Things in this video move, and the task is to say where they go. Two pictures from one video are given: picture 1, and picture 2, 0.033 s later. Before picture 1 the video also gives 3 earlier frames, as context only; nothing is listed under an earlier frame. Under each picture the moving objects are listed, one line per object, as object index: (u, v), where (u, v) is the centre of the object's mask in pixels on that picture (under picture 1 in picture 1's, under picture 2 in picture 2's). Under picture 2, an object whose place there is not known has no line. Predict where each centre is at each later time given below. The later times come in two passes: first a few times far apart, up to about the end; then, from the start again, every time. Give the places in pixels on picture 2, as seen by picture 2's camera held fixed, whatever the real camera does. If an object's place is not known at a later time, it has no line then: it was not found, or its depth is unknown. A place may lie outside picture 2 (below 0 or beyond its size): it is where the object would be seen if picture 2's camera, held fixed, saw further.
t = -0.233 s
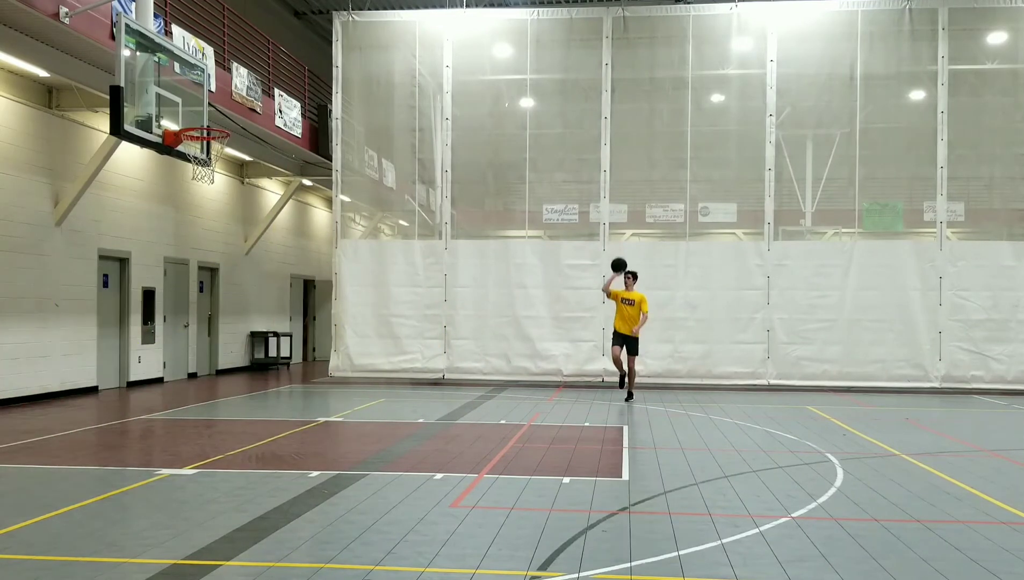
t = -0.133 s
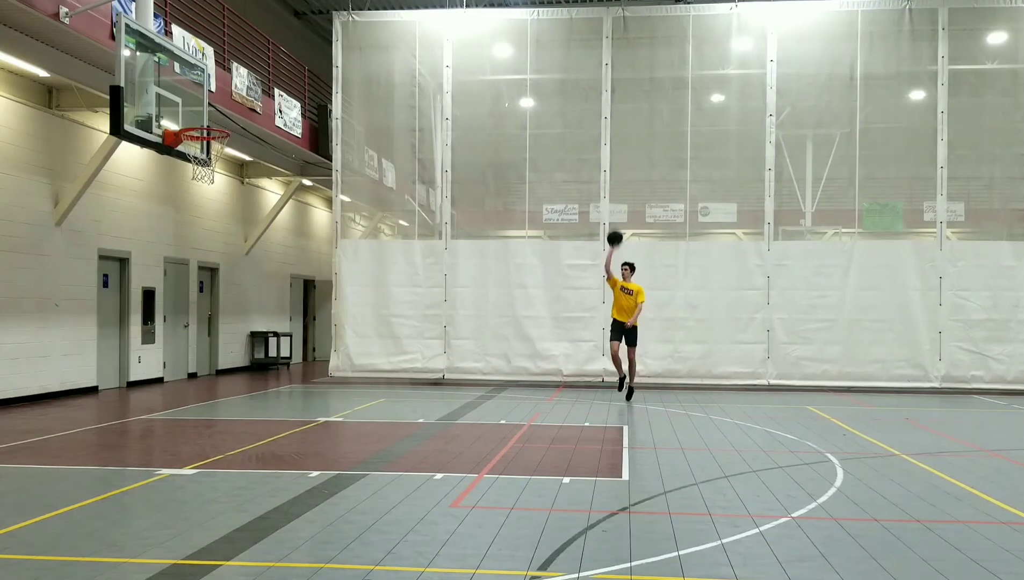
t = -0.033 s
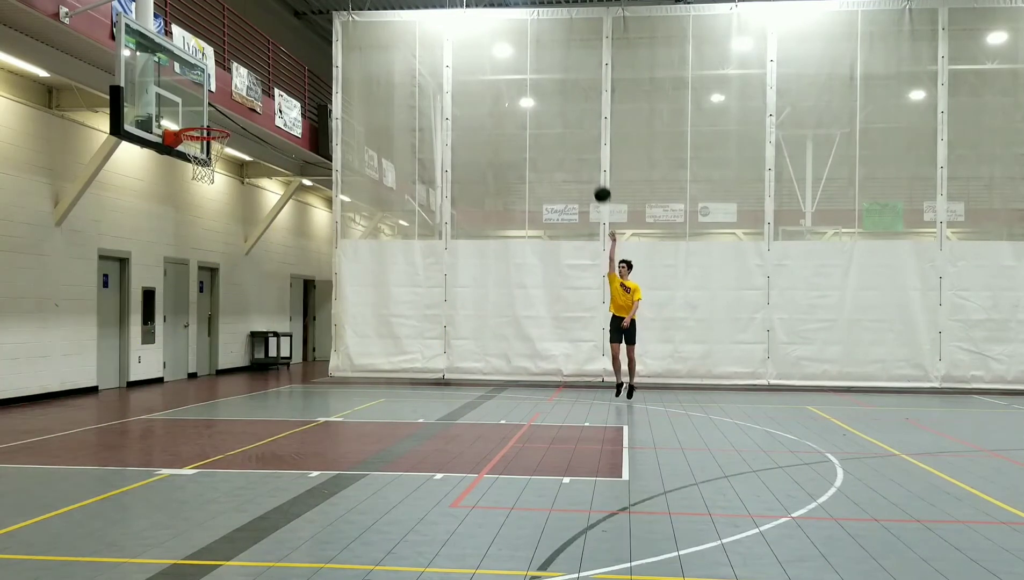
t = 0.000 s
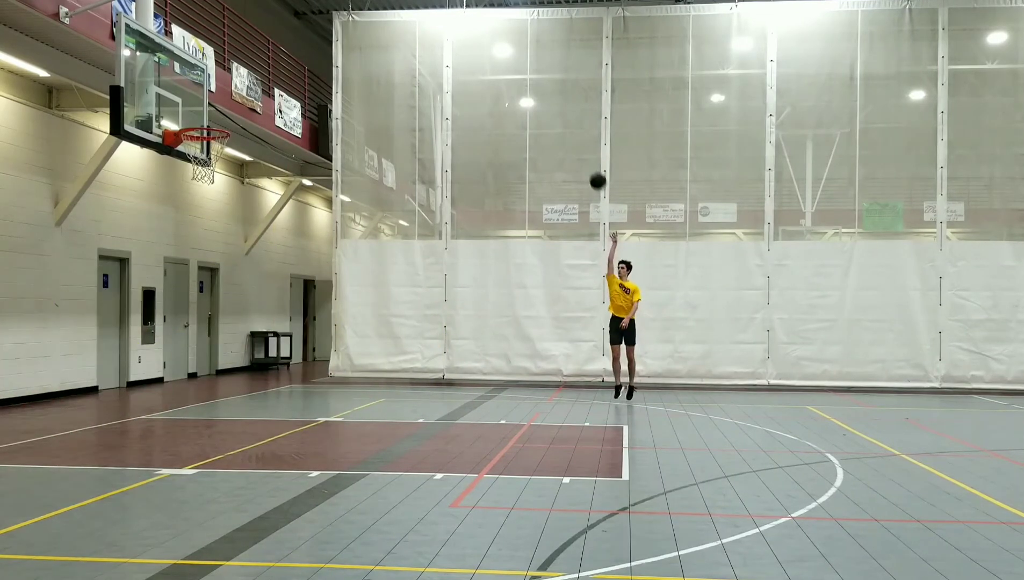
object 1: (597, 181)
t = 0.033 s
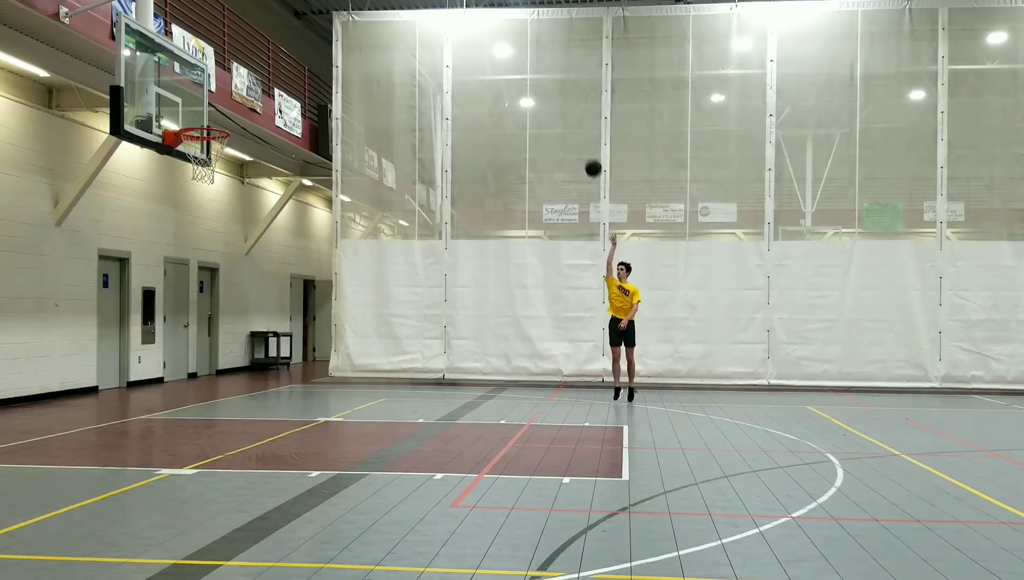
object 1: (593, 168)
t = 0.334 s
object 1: (551, 84)
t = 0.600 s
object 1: (510, 62)
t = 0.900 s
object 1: (460, 103)
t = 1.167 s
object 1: (411, 204)
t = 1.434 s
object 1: (360, 369)
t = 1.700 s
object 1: (329, 298)
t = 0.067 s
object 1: (588, 156)
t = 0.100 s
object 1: (584, 145)
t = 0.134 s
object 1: (579, 134)
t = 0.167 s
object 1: (575, 124)
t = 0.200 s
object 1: (570, 115)
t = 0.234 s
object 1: (565, 106)
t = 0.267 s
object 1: (561, 98)
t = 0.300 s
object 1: (555, 91)
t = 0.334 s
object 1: (551, 84)
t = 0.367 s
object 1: (546, 79)
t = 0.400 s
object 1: (541, 74)
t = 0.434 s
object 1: (536, 70)
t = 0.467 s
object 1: (531, 67)
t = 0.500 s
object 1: (526, 65)
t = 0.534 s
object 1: (521, 63)
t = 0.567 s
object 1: (515, 62)
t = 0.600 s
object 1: (510, 62)
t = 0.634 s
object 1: (505, 64)
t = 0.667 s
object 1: (499, 65)
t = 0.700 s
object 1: (494, 68)
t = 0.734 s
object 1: (488, 72)
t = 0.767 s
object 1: (482, 76)
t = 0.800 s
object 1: (477, 82)
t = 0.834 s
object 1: (471, 88)
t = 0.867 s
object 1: (465, 95)
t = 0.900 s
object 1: (460, 103)
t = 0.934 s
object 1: (454, 113)
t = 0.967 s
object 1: (448, 123)
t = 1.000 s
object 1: (442, 134)
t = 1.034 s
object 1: (436, 146)
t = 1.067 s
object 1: (429, 159)
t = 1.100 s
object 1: (424, 173)
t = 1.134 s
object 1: (417, 187)
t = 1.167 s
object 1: (411, 204)
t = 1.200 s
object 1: (405, 220)
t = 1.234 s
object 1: (399, 238)
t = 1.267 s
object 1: (393, 257)
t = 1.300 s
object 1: (386, 278)
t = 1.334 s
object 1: (380, 300)
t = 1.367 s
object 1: (374, 321)
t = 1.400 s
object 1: (367, 344)
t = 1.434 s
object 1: (360, 369)
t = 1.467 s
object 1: (353, 395)
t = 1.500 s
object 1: (347, 419)
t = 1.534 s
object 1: (344, 398)
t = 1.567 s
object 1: (341, 376)
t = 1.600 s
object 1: (338, 354)
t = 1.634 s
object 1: (335, 334)
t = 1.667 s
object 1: (332, 315)
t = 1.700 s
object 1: (329, 298)
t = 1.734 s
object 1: (326, 281)
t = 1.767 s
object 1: (323, 265)
